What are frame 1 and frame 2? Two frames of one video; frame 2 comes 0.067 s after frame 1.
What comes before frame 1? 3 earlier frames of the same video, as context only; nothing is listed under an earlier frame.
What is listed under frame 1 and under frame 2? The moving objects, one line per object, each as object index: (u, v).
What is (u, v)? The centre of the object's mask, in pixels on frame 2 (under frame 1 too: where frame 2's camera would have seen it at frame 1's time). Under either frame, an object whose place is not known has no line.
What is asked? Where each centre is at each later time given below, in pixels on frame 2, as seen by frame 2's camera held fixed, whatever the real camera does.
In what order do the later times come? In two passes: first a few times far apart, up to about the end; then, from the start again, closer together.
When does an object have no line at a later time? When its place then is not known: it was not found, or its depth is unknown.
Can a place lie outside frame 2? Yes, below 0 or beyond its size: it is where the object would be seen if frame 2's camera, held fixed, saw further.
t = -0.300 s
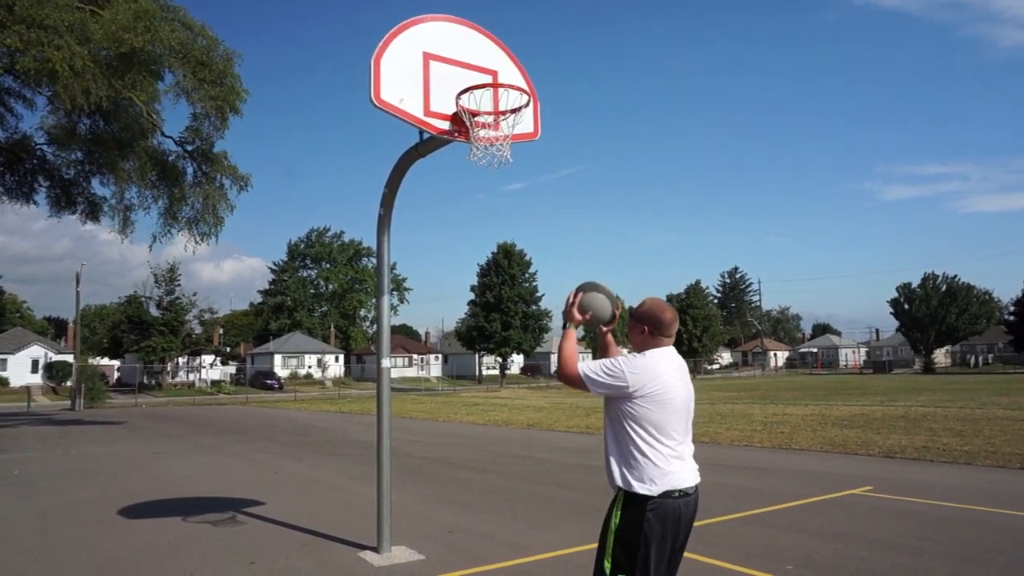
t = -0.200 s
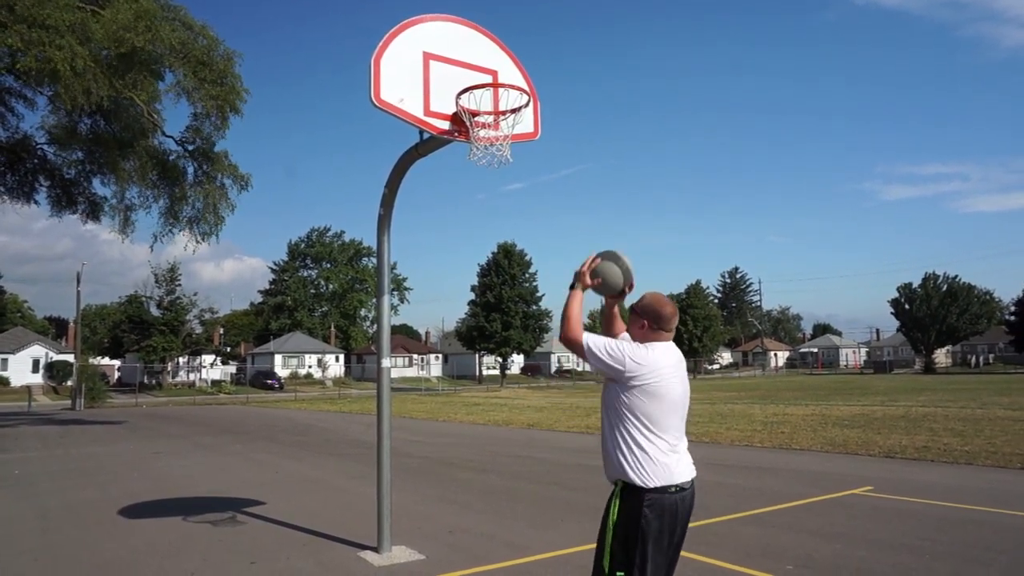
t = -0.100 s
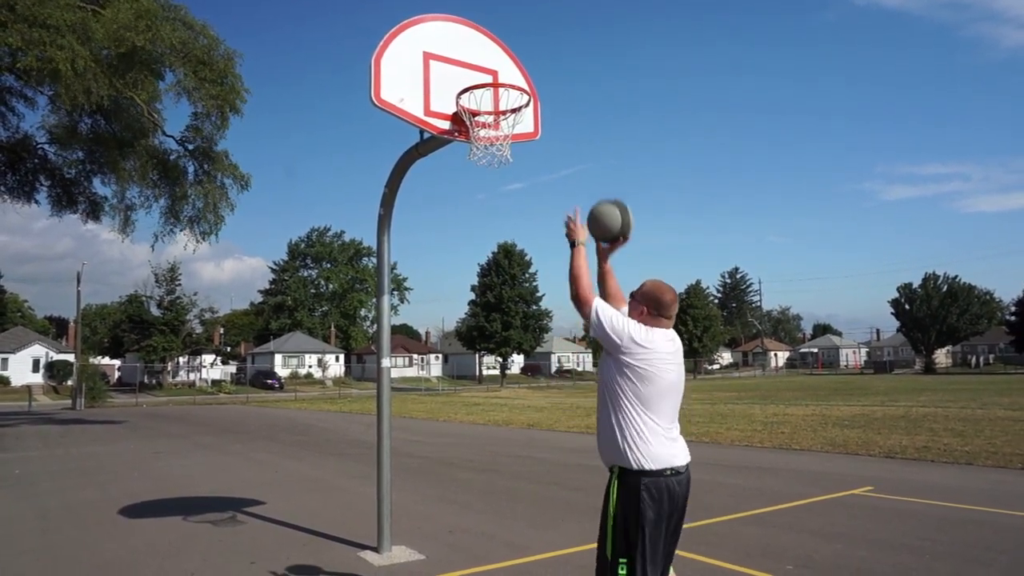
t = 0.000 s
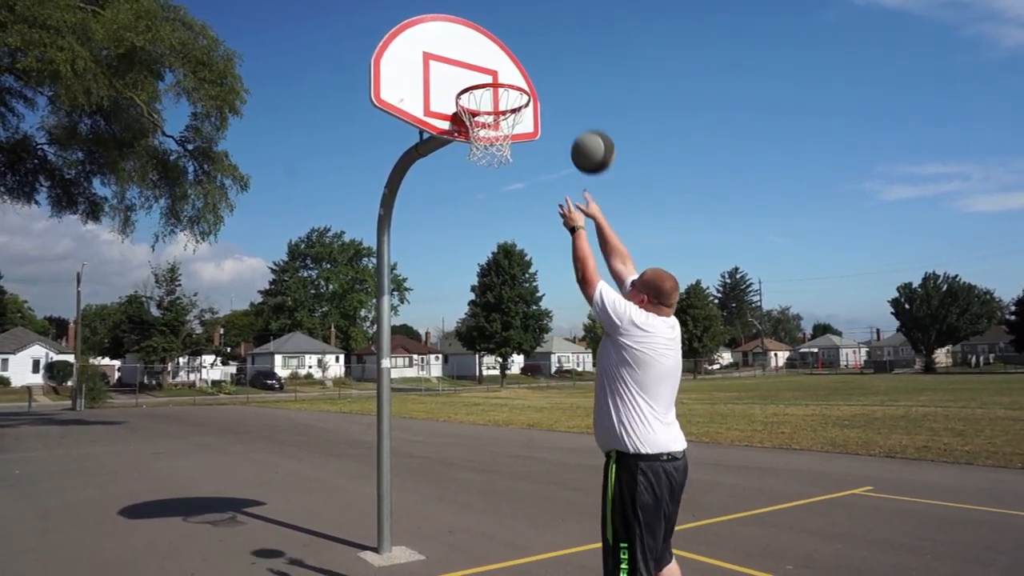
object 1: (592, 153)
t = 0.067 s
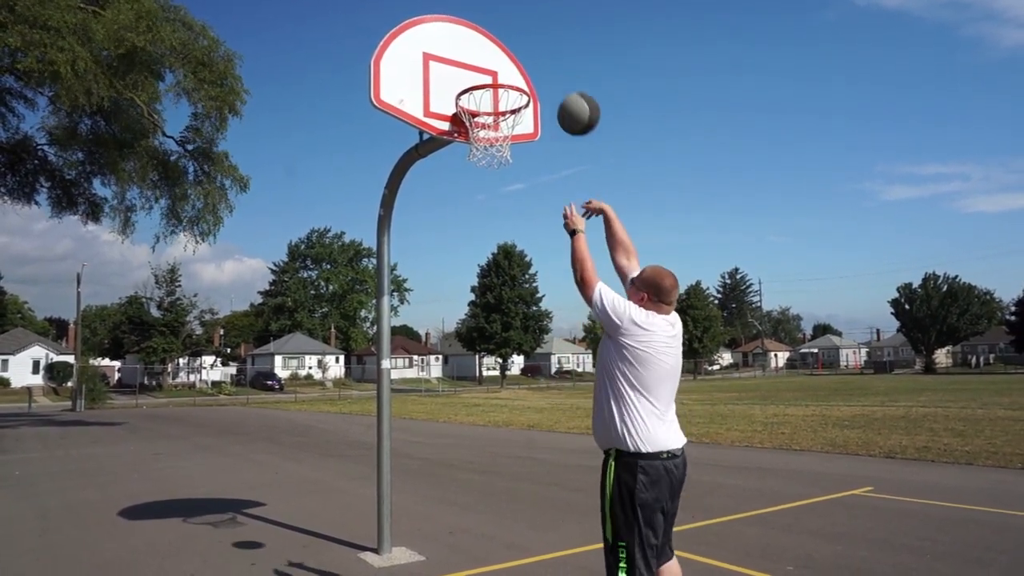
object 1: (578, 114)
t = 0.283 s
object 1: (539, 54)
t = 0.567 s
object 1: (498, 93)
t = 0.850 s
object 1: (481, 187)
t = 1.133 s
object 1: (479, 357)
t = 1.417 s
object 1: (479, 548)
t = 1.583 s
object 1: (482, 467)
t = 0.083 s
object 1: (575, 106)
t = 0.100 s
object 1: (572, 98)
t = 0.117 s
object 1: (568, 92)
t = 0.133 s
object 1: (565, 85)
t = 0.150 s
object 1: (562, 80)
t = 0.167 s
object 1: (559, 75)
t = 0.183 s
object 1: (556, 70)
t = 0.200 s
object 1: (553, 67)
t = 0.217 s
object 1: (550, 63)
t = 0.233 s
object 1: (548, 61)
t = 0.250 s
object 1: (545, 58)
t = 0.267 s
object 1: (542, 56)
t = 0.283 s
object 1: (539, 54)
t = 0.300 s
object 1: (537, 53)
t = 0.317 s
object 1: (534, 53)
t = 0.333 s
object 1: (532, 53)
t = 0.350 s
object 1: (529, 53)
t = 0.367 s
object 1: (527, 54)
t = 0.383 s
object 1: (524, 55)
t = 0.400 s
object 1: (521, 57)
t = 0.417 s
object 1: (518, 59)
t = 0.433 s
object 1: (516, 61)
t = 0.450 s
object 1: (514, 63)
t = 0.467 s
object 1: (512, 67)
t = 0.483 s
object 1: (509, 70)
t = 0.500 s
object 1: (507, 72)
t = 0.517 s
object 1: (505, 74)
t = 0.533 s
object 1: (503, 80)
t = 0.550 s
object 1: (500, 85)
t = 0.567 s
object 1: (498, 93)
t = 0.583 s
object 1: (497, 102)
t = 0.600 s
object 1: (494, 105)
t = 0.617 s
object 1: (492, 109)
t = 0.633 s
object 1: (490, 116)
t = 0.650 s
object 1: (487, 123)
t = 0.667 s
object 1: (486, 130)
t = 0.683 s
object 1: (484, 136)
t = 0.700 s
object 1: (484, 141)
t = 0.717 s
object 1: (483, 147)
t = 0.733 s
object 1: (483, 151)
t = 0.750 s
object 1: (483, 155)
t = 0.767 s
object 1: (483, 160)
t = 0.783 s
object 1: (482, 164)
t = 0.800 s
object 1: (482, 169)
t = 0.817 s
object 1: (482, 175)
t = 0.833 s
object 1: (481, 181)
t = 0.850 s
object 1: (481, 187)
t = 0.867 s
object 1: (481, 193)
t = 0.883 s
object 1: (481, 201)
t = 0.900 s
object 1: (480, 208)
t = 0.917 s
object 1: (480, 216)
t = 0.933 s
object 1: (480, 224)
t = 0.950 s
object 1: (481, 233)
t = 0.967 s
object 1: (481, 242)
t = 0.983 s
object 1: (480, 252)
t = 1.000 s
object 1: (480, 261)
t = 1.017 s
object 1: (480, 272)
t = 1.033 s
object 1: (480, 284)
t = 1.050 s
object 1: (480, 295)
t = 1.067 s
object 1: (480, 307)
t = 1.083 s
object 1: (479, 319)
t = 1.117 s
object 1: (479, 343)
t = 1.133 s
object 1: (479, 357)
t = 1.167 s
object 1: (478, 388)
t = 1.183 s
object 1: (479, 403)
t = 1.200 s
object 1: (478, 418)
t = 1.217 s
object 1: (478, 435)
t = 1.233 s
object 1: (478, 449)
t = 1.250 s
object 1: (478, 467)
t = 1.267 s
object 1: (479, 486)
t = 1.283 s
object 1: (478, 503)
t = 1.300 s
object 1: (478, 521)
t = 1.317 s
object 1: (477, 540)
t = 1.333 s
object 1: (477, 559)
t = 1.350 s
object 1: (476, 570)
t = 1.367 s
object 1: (477, 571)
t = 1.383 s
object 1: (478, 565)
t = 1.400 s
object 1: (478, 558)
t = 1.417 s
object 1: (479, 548)
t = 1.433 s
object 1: (479, 538)
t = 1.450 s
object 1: (479, 529)
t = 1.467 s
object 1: (479, 520)
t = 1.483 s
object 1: (479, 511)
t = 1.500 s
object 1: (480, 503)
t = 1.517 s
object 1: (481, 495)
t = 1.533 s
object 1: (481, 487)
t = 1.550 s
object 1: (481, 480)
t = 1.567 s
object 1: (481, 474)
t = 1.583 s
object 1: (482, 467)
